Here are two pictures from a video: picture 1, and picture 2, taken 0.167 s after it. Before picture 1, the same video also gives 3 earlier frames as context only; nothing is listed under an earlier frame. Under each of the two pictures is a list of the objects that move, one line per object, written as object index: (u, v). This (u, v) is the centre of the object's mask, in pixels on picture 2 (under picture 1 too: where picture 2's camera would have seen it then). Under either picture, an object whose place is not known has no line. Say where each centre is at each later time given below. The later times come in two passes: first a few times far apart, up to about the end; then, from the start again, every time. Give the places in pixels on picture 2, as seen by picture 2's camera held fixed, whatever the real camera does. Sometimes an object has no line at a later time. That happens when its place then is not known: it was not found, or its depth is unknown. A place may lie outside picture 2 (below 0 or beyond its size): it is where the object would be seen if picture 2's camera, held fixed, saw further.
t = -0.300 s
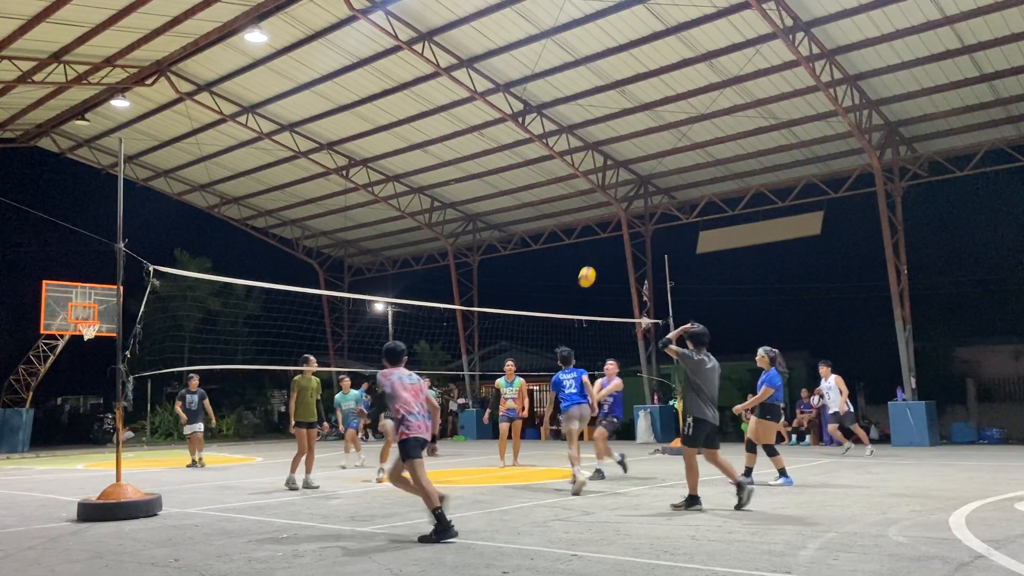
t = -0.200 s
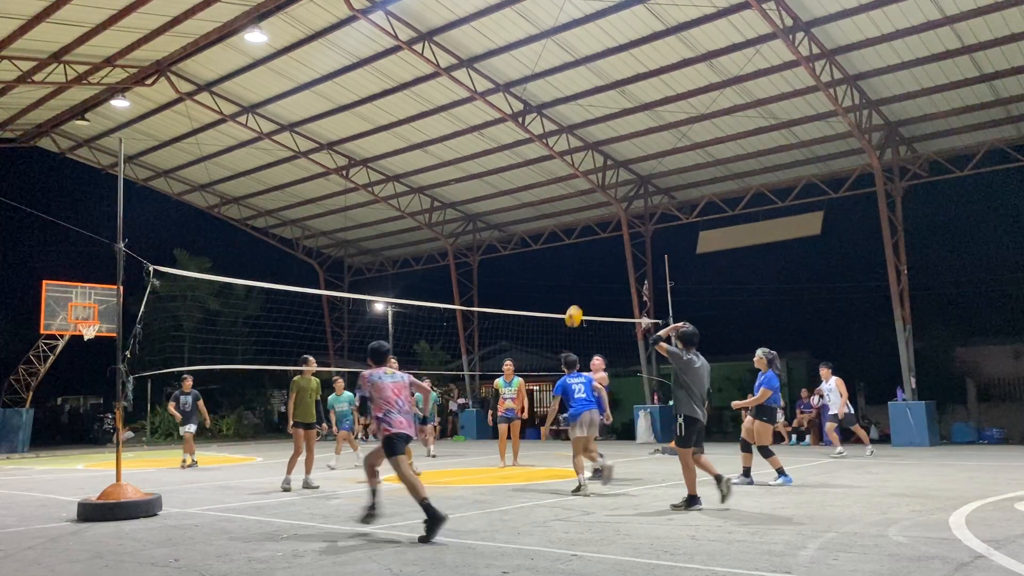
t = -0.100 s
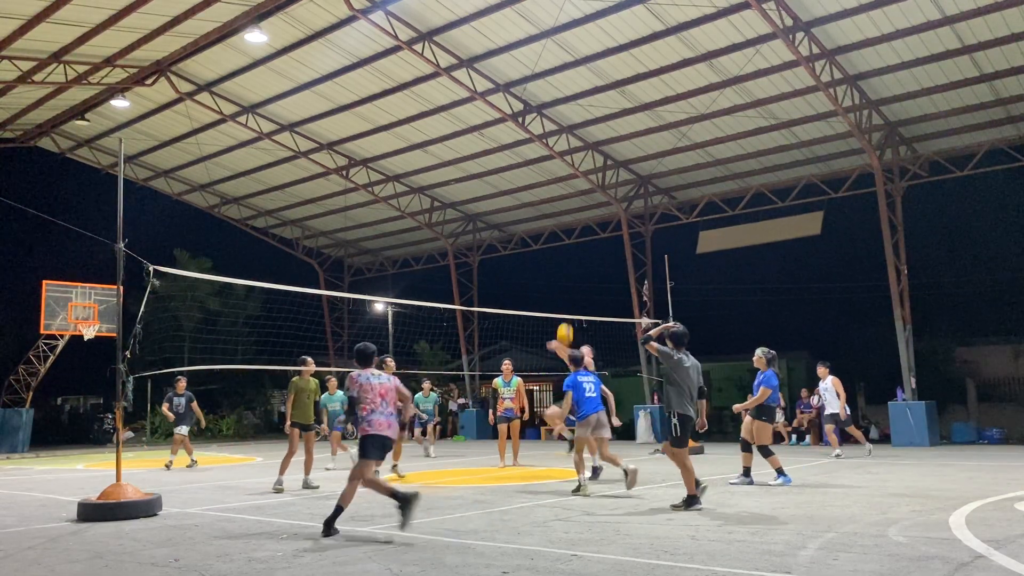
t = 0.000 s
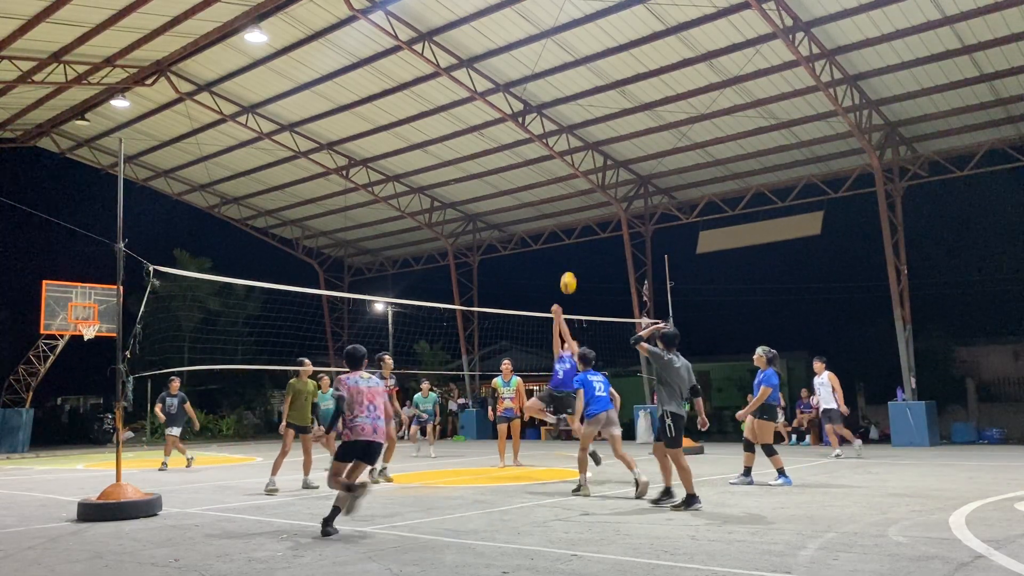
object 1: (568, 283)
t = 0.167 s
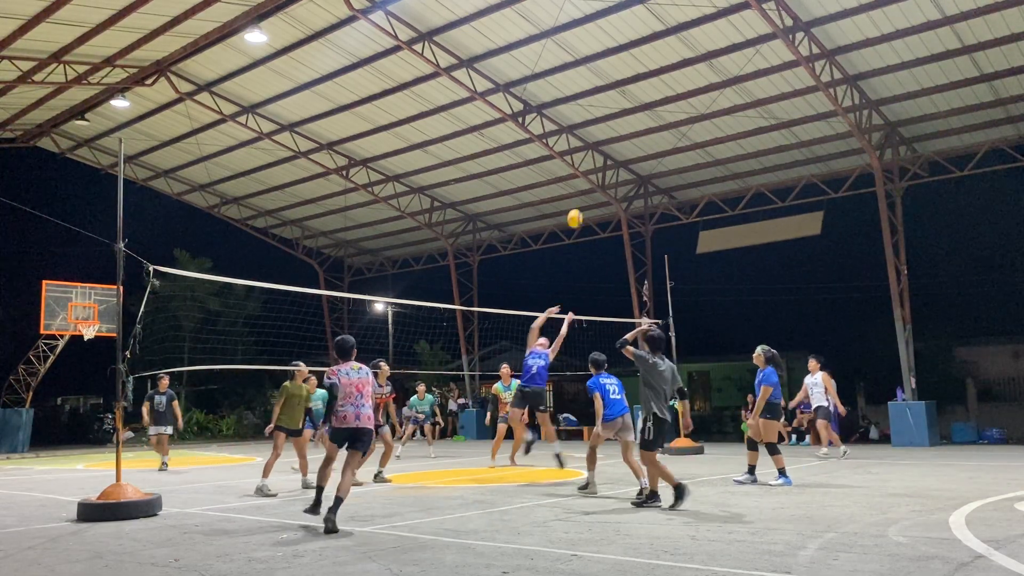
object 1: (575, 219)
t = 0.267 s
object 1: (579, 192)
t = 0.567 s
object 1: (592, 157)
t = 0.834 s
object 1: (604, 175)
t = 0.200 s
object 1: (576, 209)
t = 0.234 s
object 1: (578, 200)
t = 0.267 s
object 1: (579, 192)
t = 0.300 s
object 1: (580, 185)
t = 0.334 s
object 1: (582, 178)
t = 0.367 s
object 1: (583, 173)
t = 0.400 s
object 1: (585, 169)
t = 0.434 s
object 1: (586, 165)
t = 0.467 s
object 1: (588, 162)
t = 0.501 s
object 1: (589, 159)
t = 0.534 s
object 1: (590, 158)
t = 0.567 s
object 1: (592, 157)
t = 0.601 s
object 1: (594, 157)
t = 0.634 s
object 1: (595, 158)
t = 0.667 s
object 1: (597, 159)
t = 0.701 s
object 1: (598, 161)
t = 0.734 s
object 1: (600, 164)
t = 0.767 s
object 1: (601, 167)
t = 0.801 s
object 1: (602, 171)
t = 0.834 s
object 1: (604, 175)
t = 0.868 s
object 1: (605, 180)
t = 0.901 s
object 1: (608, 186)
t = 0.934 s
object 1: (609, 192)
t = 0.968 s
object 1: (611, 199)
